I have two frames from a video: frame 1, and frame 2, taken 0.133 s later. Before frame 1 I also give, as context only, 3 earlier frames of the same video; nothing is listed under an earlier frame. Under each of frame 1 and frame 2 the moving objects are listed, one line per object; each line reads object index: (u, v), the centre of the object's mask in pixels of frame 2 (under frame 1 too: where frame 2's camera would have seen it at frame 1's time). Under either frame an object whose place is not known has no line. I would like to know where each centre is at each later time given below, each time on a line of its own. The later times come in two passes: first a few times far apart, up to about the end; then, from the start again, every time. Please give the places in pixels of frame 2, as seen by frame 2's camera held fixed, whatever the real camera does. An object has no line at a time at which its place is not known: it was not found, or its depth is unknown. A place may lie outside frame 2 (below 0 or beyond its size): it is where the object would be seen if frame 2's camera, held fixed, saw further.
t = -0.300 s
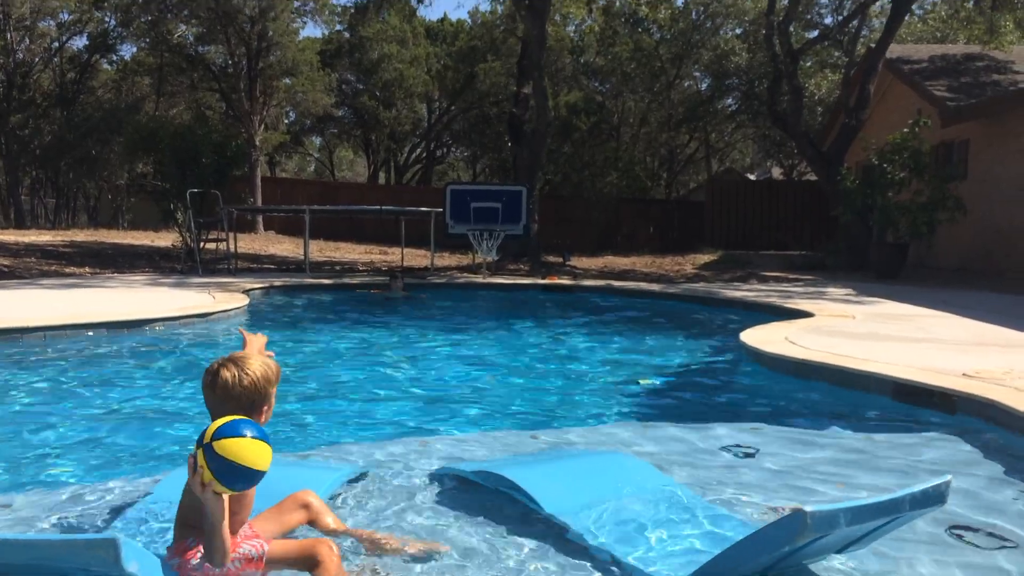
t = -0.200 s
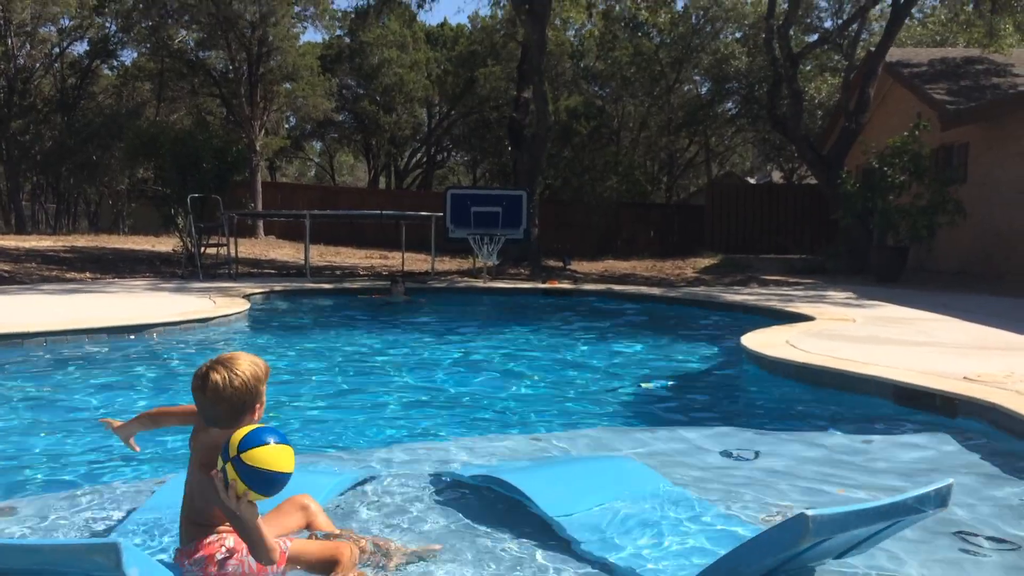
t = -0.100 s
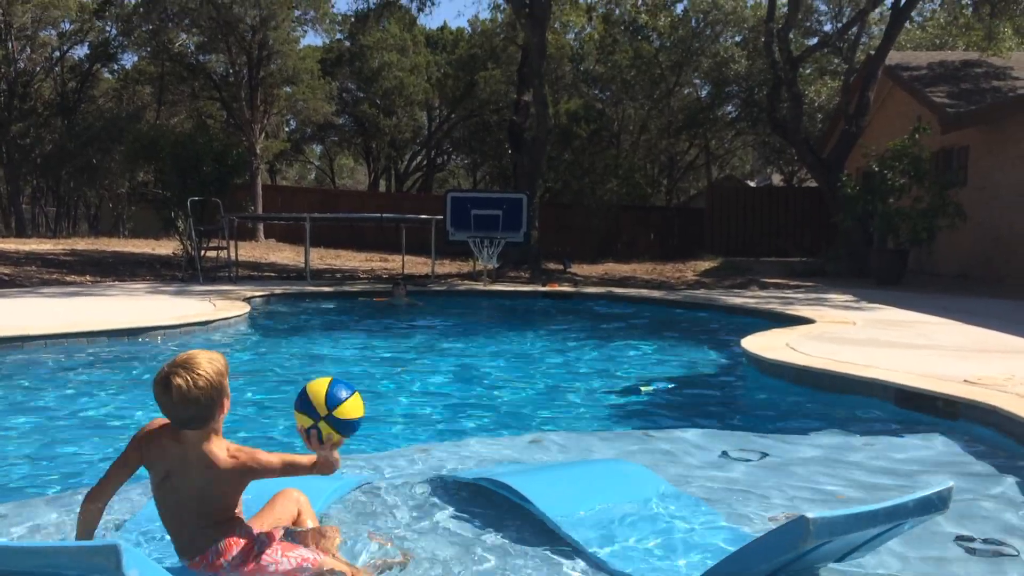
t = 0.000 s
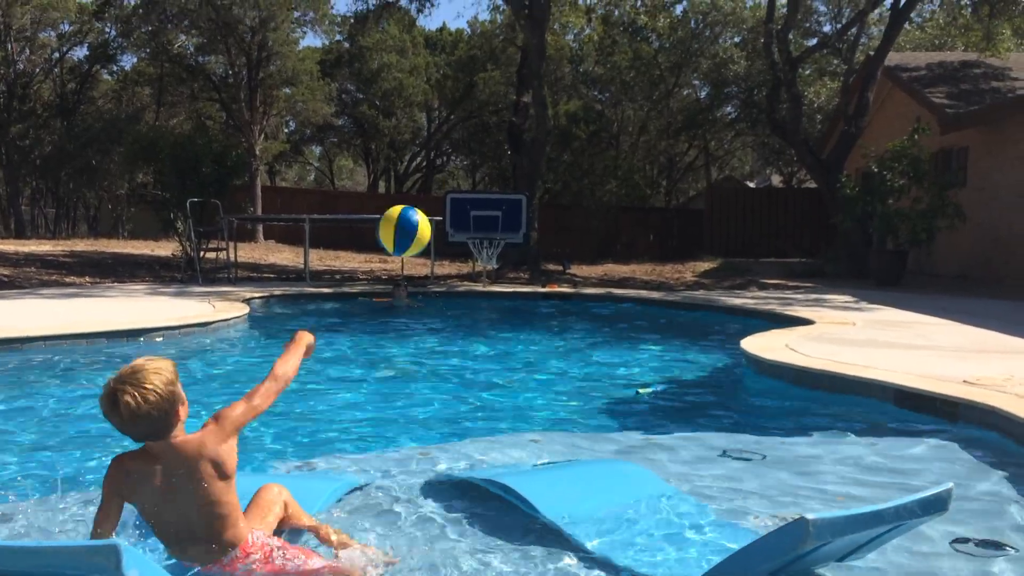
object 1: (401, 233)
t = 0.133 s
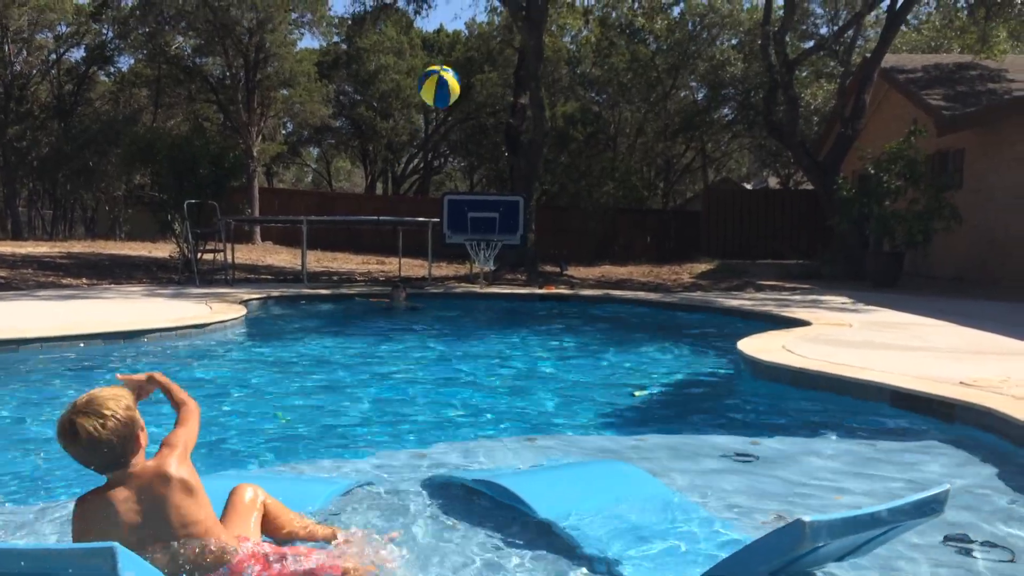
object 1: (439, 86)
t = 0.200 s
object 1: (453, 48)
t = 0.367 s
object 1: (470, 15)
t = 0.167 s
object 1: (446, 65)
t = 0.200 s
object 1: (453, 48)
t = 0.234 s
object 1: (458, 35)
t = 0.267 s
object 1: (462, 27)
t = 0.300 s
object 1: (466, 20)
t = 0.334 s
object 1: (469, 17)
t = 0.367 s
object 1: (470, 15)
